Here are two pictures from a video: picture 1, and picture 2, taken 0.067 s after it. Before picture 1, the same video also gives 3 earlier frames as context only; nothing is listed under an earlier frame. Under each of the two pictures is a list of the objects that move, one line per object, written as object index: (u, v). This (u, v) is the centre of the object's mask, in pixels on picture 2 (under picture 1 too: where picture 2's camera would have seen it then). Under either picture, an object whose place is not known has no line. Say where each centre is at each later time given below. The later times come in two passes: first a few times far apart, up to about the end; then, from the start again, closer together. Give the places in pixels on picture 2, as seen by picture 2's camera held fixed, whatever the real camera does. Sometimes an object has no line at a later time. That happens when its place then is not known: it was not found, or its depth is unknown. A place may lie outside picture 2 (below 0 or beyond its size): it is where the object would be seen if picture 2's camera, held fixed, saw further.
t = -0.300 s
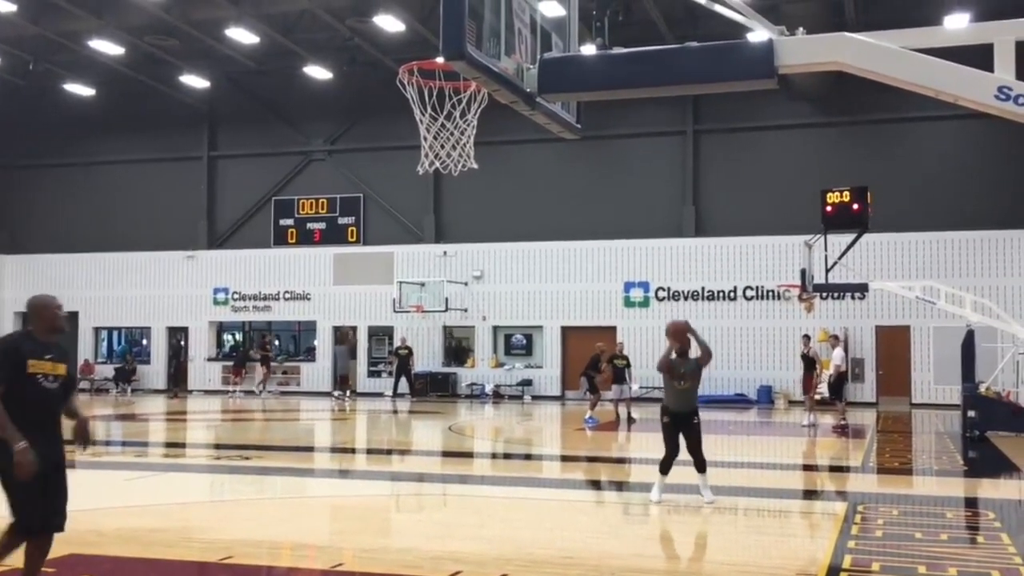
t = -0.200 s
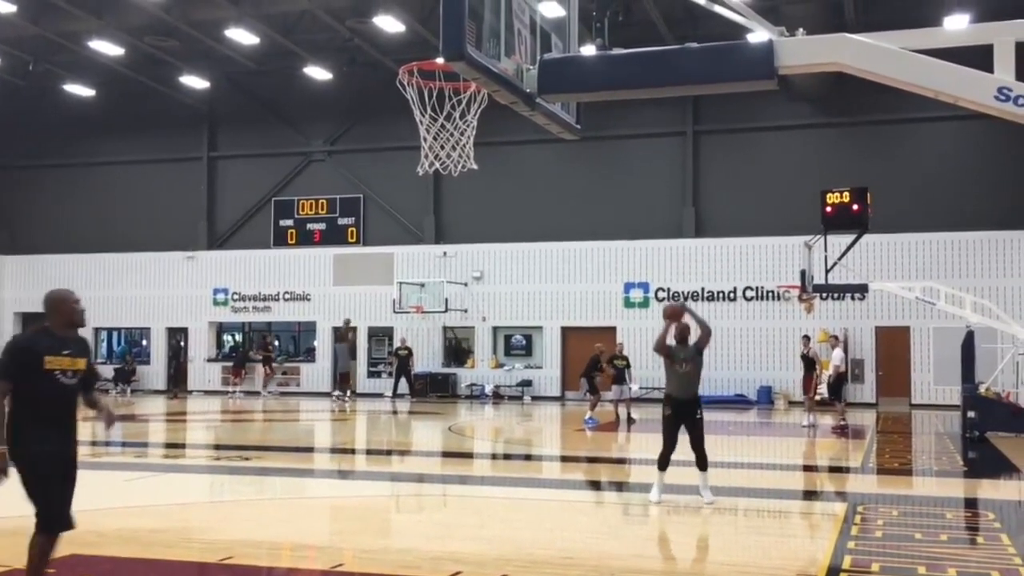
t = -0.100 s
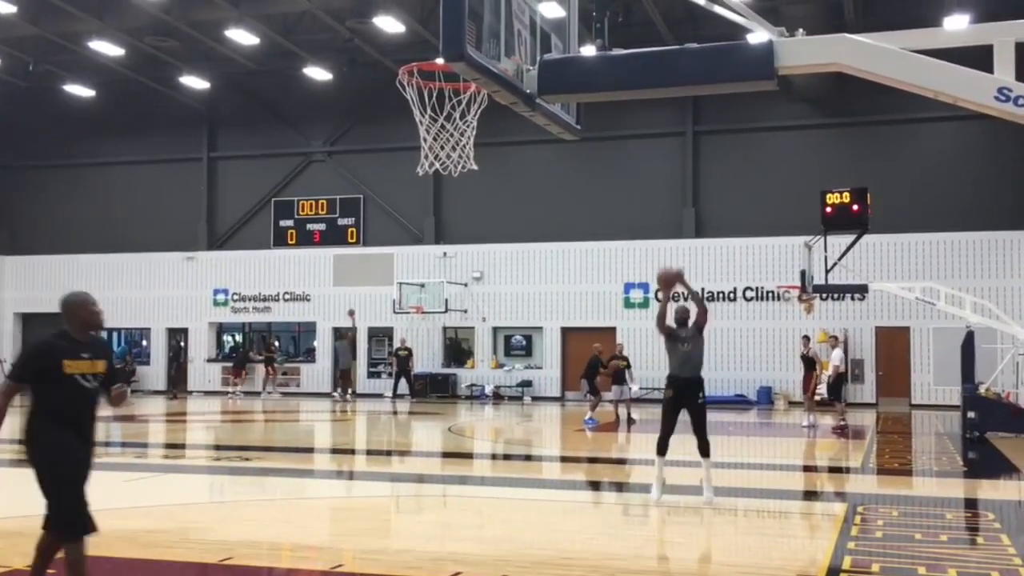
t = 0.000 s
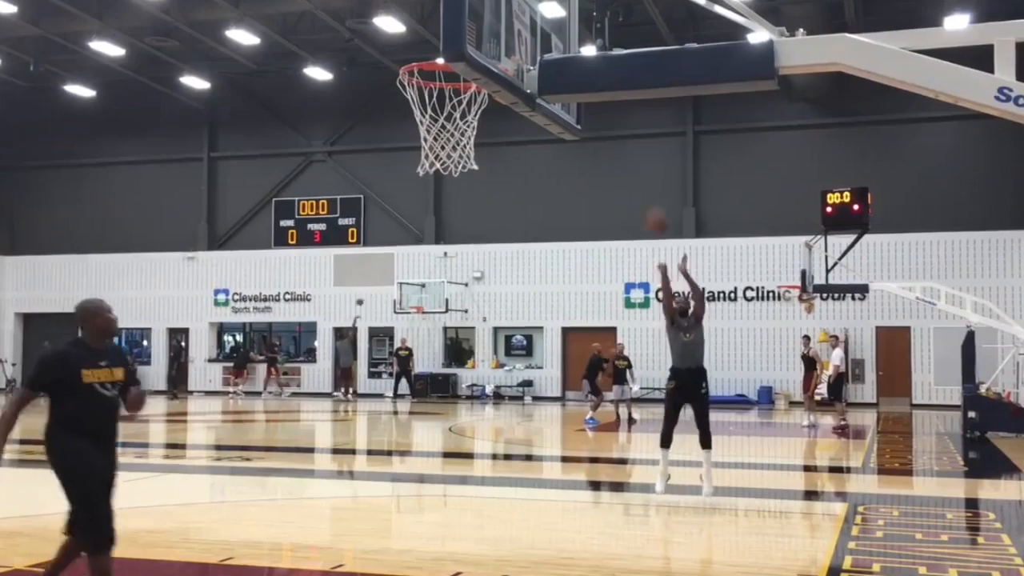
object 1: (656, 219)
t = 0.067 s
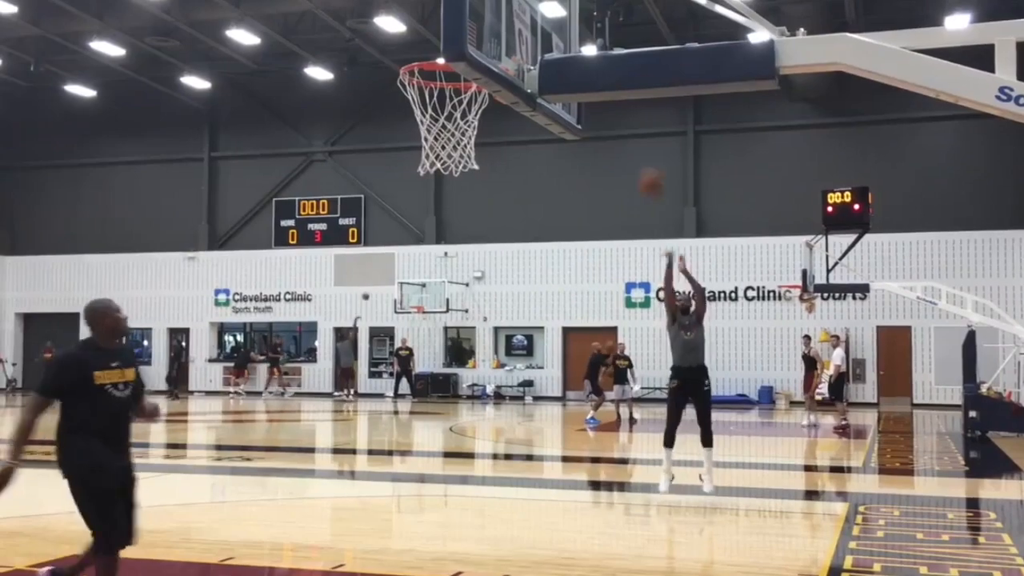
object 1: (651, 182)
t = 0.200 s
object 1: (633, 112)
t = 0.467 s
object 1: (589, 9)
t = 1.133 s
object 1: (422, 42)
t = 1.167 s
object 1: (424, 51)
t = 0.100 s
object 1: (645, 163)
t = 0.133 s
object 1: (641, 145)
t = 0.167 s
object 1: (636, 125)
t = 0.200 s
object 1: (633, 112)
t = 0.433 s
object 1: (590, 11)
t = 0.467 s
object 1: (589, 9)
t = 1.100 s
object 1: (429, 30)
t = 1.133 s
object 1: (422, 42)
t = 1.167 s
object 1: (424, 51)
